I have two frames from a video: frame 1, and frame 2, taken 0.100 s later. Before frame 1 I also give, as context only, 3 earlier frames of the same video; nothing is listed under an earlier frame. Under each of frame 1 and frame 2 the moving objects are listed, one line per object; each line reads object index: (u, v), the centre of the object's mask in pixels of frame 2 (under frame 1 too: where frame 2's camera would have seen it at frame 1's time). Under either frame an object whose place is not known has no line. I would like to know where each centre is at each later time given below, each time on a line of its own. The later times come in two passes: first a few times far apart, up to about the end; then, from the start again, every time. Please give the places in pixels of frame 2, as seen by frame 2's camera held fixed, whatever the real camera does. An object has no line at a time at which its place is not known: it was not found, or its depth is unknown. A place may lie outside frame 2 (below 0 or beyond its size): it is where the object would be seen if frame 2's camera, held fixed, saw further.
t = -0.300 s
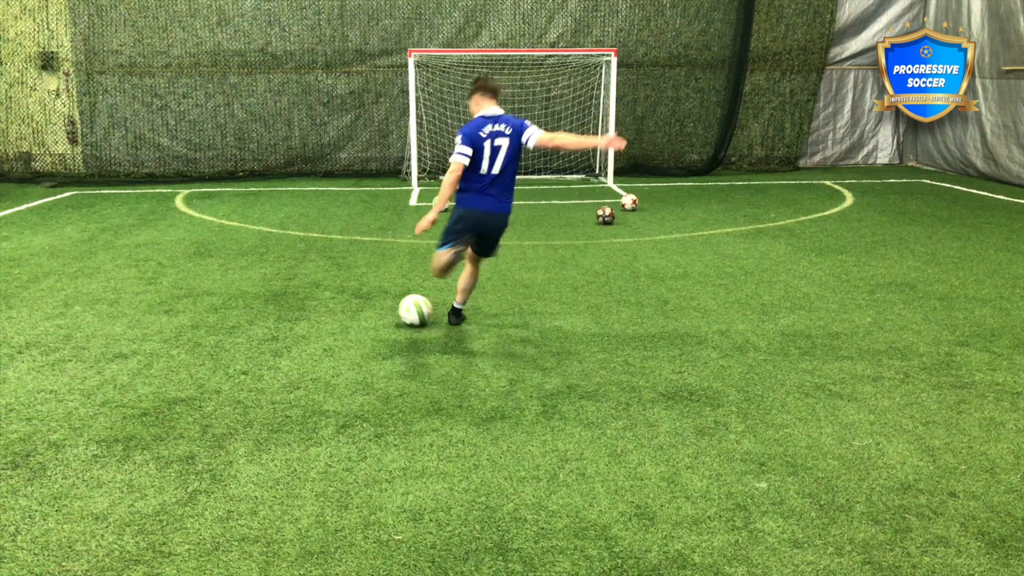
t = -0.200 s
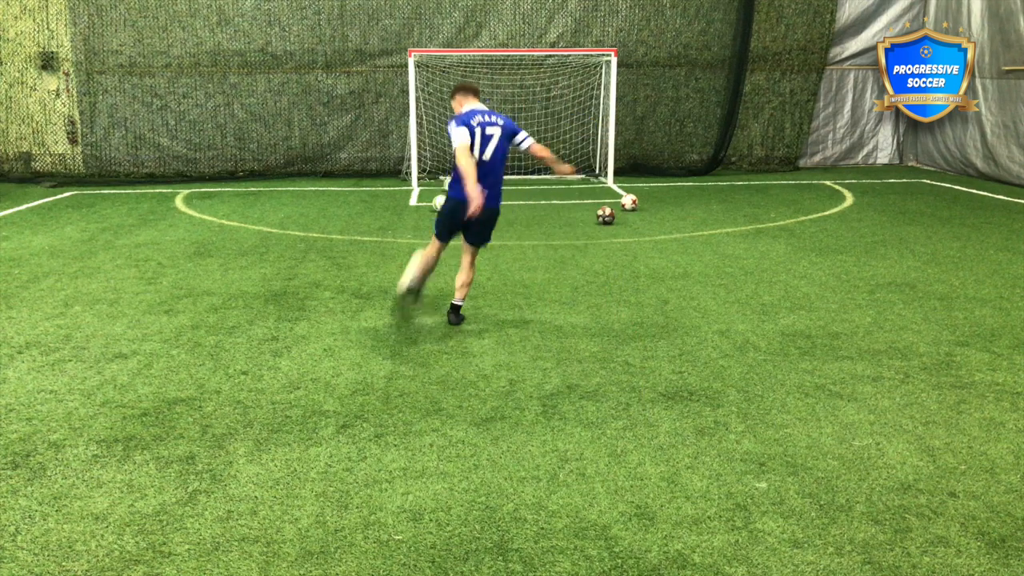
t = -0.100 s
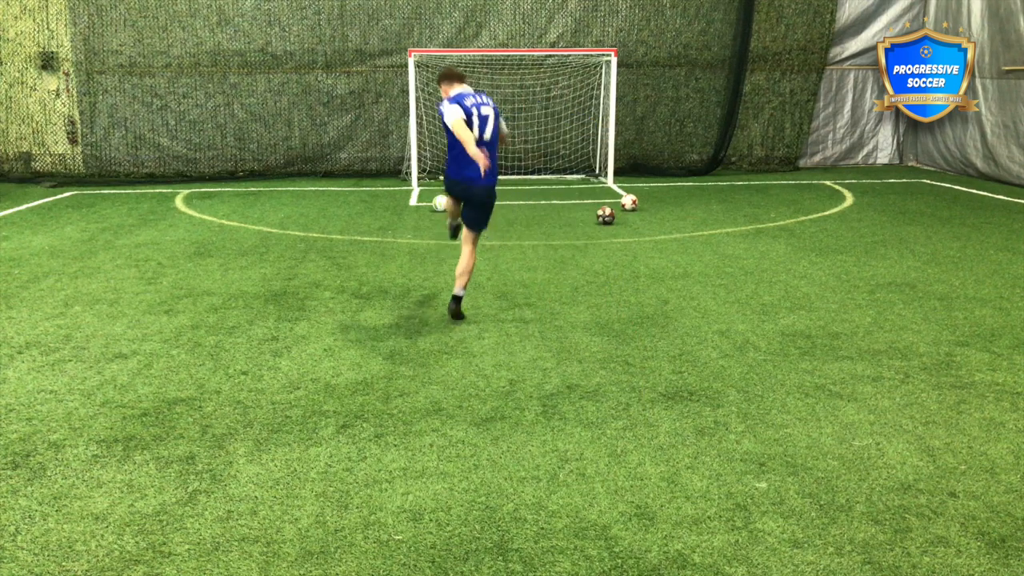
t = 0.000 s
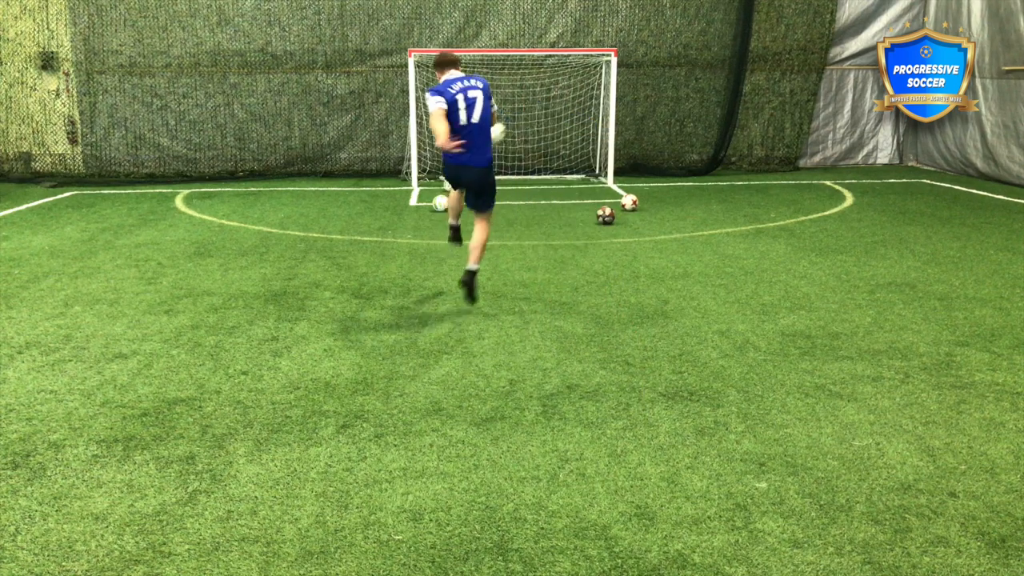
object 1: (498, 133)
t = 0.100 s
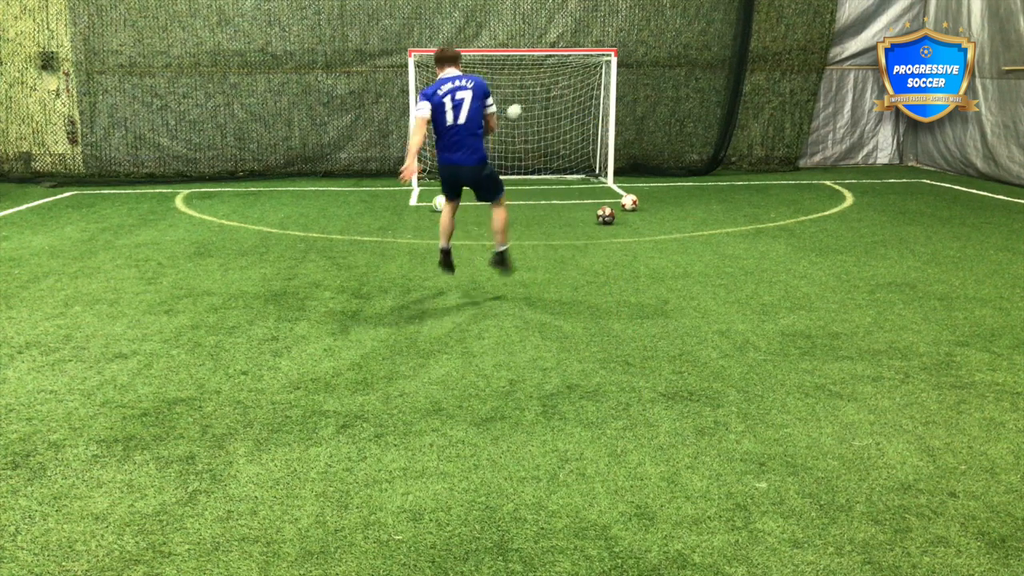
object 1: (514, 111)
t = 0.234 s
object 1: (523, 95)
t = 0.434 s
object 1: (525, 150)
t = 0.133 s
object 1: (518, 107)
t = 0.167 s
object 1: (520, 100)
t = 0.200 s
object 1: (521, 95)
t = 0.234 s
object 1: (523, 95)
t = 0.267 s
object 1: (523, 101)
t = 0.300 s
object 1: (524, 109)
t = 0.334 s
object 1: (524, 119)
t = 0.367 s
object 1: (524, 128)
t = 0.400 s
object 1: (525, 139)
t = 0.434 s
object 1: (525, 150)
